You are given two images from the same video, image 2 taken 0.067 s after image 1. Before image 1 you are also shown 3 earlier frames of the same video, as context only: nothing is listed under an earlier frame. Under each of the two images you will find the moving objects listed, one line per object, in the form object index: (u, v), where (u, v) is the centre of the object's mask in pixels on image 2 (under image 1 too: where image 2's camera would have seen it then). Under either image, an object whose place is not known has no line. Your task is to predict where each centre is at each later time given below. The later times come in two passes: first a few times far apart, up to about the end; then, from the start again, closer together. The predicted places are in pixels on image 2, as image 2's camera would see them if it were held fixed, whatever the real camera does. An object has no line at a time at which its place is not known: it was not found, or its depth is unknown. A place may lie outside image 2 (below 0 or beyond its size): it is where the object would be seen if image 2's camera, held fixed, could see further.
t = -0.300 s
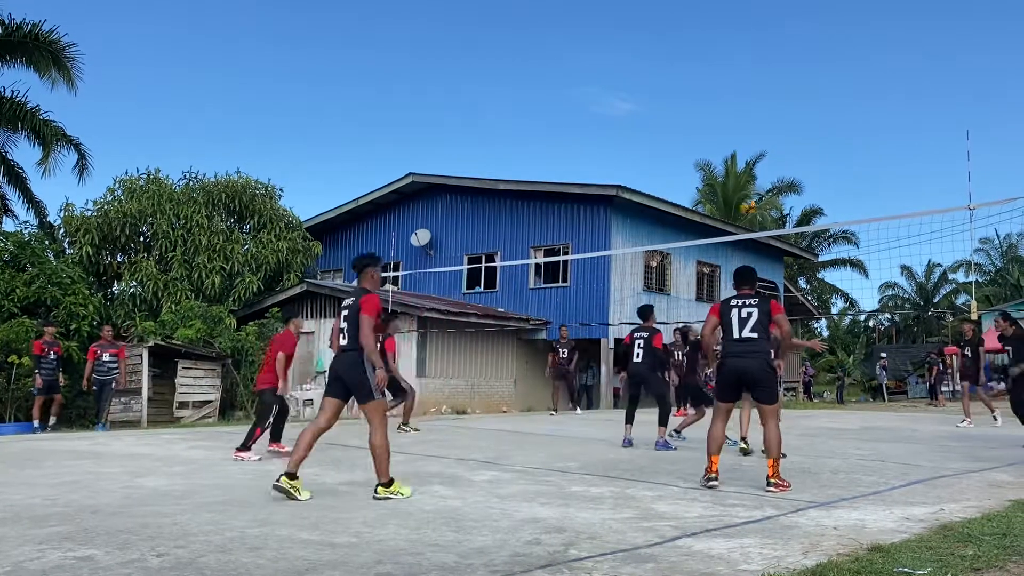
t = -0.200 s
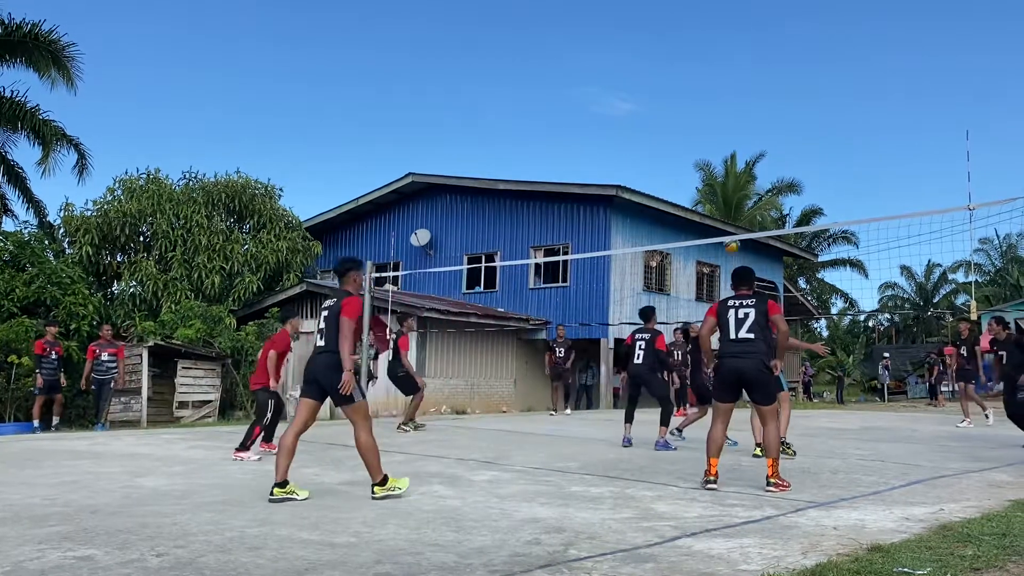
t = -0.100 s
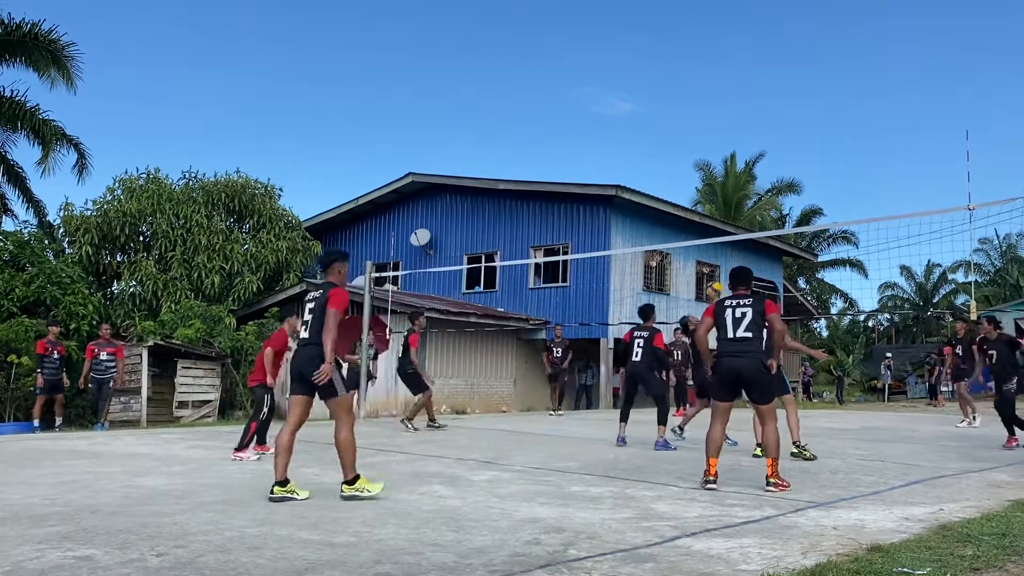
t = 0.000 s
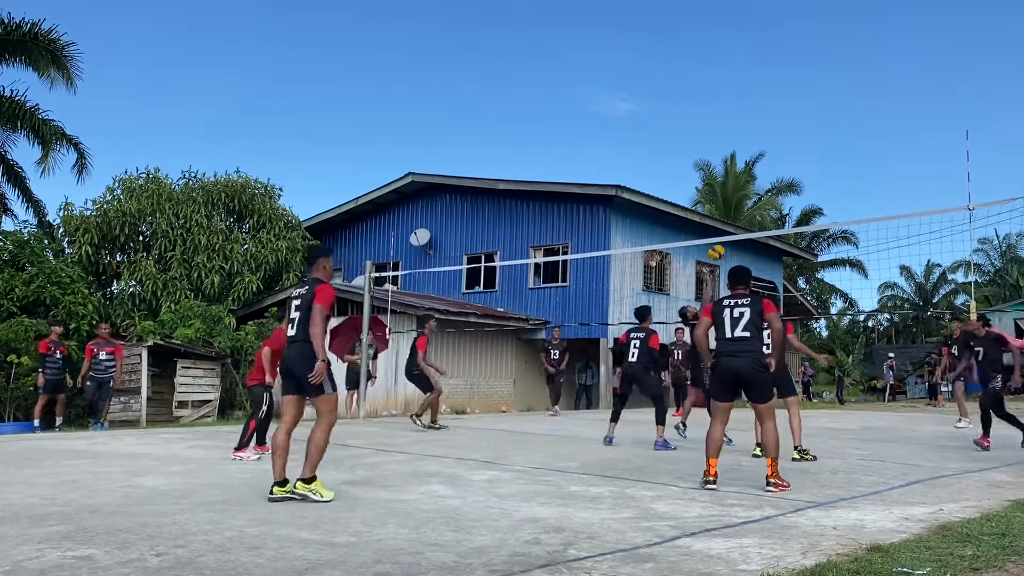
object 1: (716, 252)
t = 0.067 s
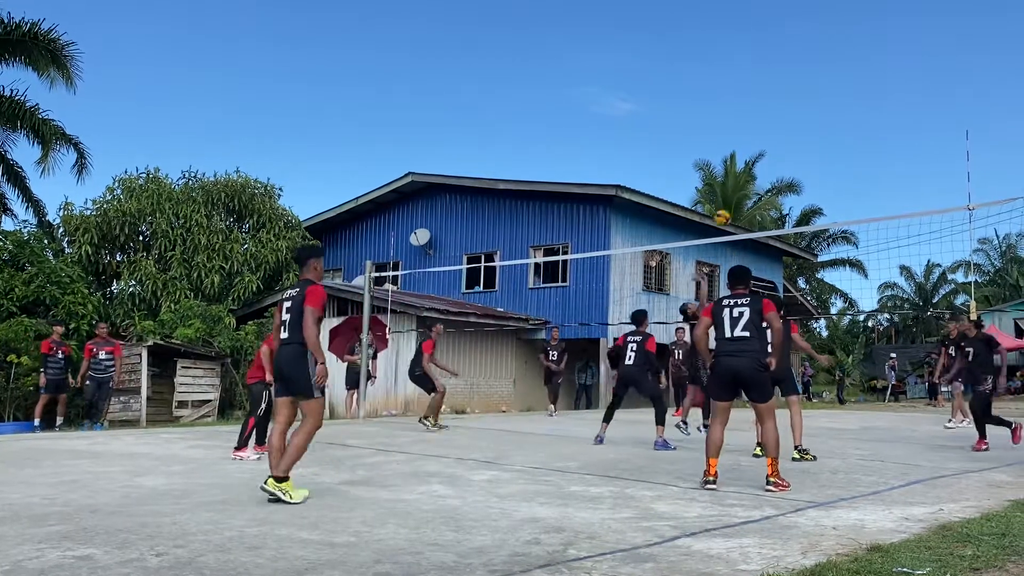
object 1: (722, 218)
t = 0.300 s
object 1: (742, 126)
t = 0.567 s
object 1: (764, 69)
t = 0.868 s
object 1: (788, 69)
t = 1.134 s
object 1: (811, 129)
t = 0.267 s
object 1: (740, 137)
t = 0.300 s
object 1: (742, 126)
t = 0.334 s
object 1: (745, 116)
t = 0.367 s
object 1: (748, 107)
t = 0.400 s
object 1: (751, 99)
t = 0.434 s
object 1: (753, 91)
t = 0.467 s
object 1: (756, 84)
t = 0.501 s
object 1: (759, 79)
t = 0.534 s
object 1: (762, 73)
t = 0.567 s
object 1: (764, 69)
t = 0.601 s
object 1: (767, 66)
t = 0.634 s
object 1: (770, 63)
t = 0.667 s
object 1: (772, 62)
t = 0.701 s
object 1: (775, 61)
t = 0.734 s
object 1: (778, 61)
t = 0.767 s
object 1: (780, 62)
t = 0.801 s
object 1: (783, 64)
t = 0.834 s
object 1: (786, 66)
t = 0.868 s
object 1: (788, 69)
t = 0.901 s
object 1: (791, 74)
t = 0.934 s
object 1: (794, 79)
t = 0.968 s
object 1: (797, 85)
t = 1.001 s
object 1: (800, 92)
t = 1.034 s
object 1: (803, 100)
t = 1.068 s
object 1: (806, 108)
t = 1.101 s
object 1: (808, 118)
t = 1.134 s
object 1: (811, 129)
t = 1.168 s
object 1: (814, 140)
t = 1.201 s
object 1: (817, 153)
